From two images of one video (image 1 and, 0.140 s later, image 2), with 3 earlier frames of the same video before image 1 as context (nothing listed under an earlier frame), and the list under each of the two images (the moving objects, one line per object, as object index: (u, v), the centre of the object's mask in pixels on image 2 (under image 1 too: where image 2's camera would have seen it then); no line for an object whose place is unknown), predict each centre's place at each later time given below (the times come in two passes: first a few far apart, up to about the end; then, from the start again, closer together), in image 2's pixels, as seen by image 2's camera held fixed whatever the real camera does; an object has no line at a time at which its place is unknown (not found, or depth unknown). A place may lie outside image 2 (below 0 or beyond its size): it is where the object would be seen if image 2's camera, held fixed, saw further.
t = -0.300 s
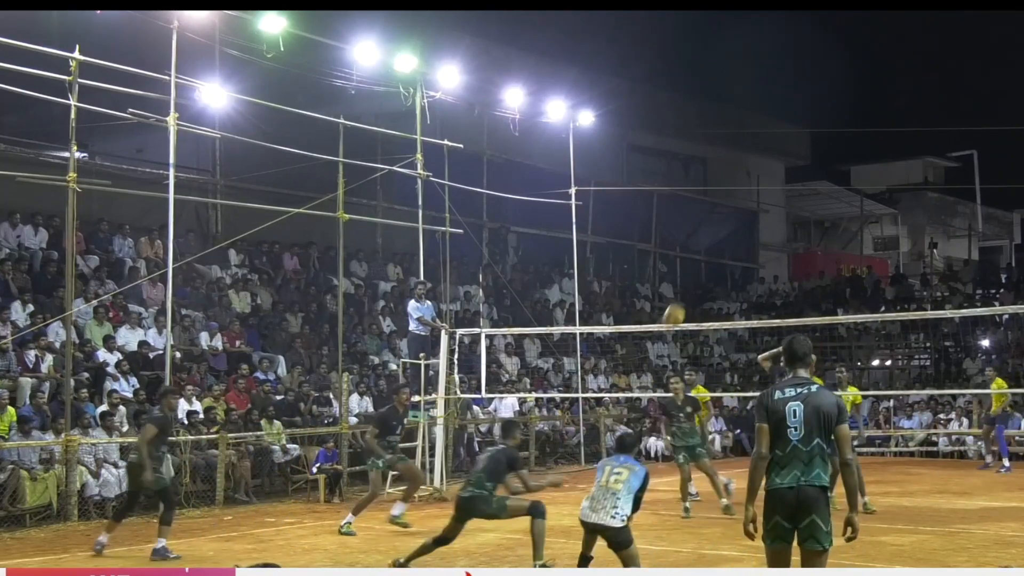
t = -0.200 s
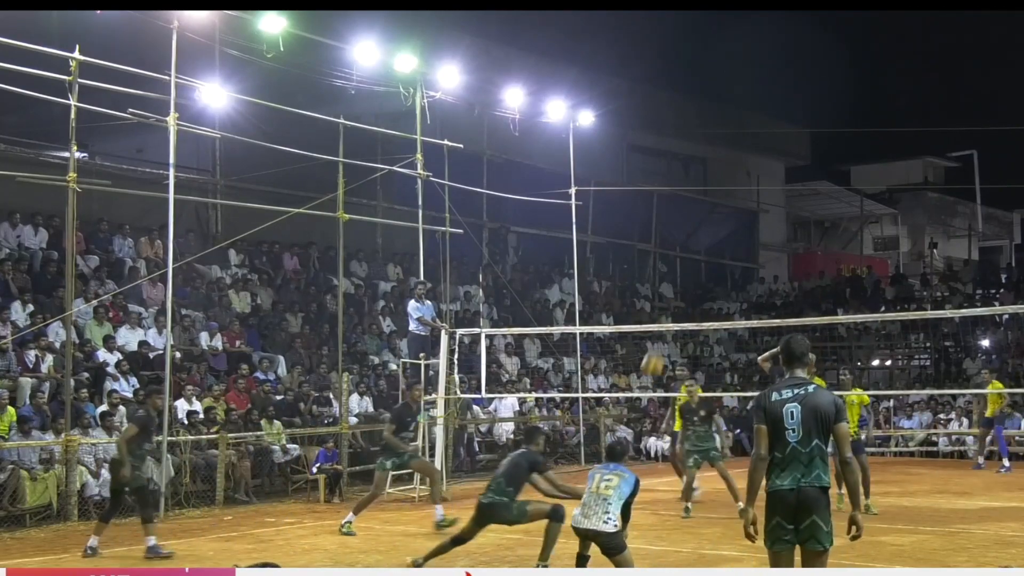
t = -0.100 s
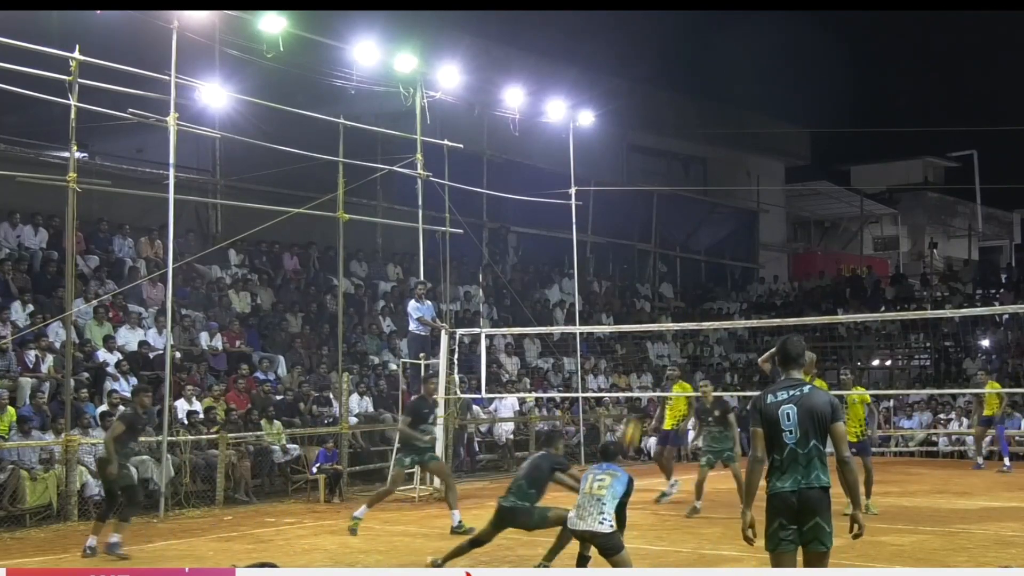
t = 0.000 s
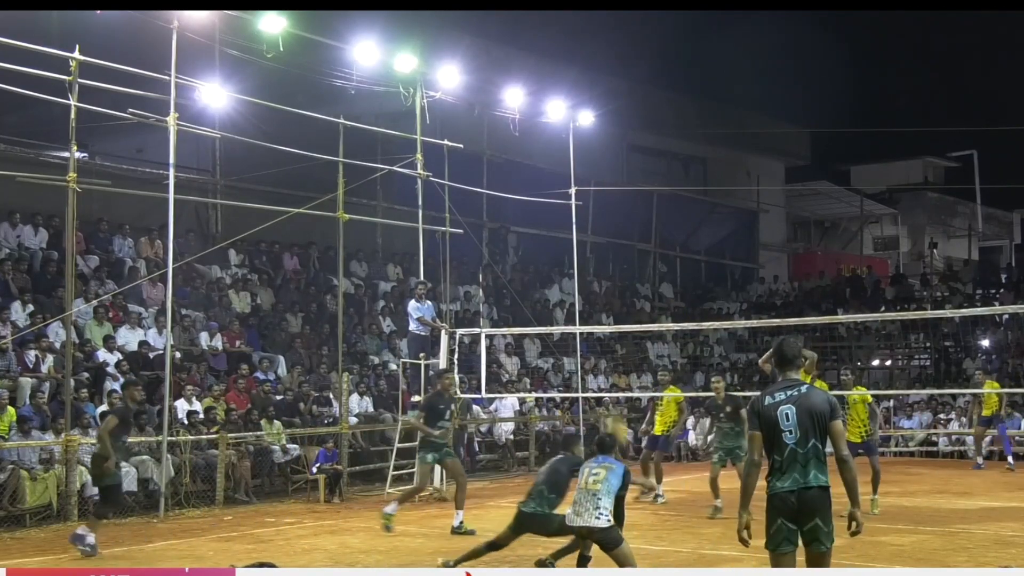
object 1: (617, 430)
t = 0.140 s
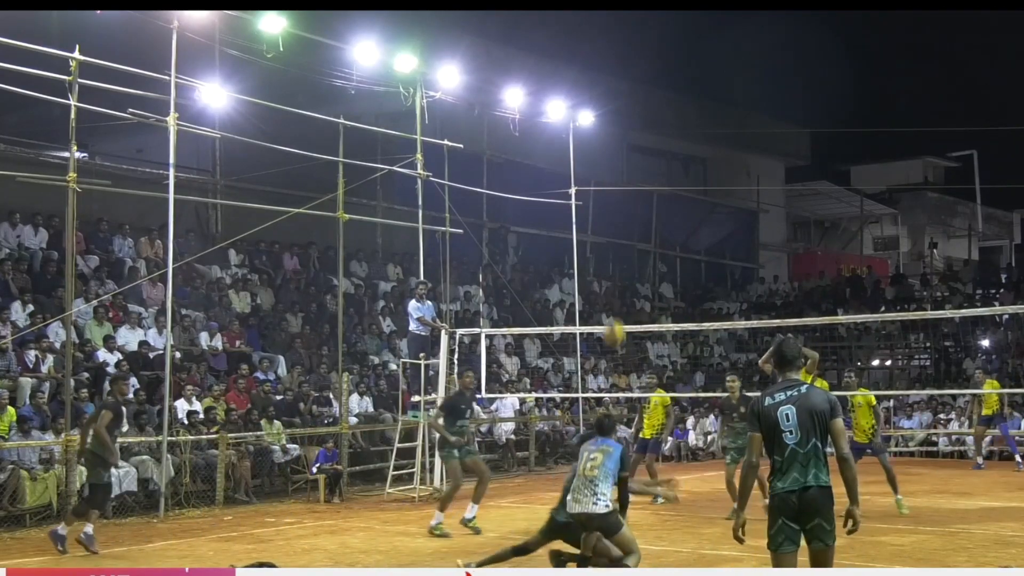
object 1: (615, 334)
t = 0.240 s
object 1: (611, 278)
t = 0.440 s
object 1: (606, 207)
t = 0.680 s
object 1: (601, 178)
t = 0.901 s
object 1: (597, 200)
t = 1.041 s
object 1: (595, 236)
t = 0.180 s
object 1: (614, 308)
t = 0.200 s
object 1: (612, 299)
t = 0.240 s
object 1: (611, 278)
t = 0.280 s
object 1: (610, 261)
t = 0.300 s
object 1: (610, 252)
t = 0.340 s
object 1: (609, 236)
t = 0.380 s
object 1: (608, 222)
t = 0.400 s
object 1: (607, 217)
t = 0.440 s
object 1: (606, 207)
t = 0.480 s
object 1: (606, 199)
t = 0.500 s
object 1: (606, 194)
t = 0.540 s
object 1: (604, 188)
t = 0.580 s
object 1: (603, 182)
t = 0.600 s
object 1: (602, 181)
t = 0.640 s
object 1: (602, 179)
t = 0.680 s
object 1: (601, 178)
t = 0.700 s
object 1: (601, 178)
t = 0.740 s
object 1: (599, 179)
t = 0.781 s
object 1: (599, 183)
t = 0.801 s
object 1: (599, 185)
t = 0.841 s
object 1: (598, 190)
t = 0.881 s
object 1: (597, 196)
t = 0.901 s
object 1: (597, 200)
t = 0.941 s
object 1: (596, 208)
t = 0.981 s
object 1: (595, 218)
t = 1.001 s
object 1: (595, 224)
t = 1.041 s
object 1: (595, 236)
